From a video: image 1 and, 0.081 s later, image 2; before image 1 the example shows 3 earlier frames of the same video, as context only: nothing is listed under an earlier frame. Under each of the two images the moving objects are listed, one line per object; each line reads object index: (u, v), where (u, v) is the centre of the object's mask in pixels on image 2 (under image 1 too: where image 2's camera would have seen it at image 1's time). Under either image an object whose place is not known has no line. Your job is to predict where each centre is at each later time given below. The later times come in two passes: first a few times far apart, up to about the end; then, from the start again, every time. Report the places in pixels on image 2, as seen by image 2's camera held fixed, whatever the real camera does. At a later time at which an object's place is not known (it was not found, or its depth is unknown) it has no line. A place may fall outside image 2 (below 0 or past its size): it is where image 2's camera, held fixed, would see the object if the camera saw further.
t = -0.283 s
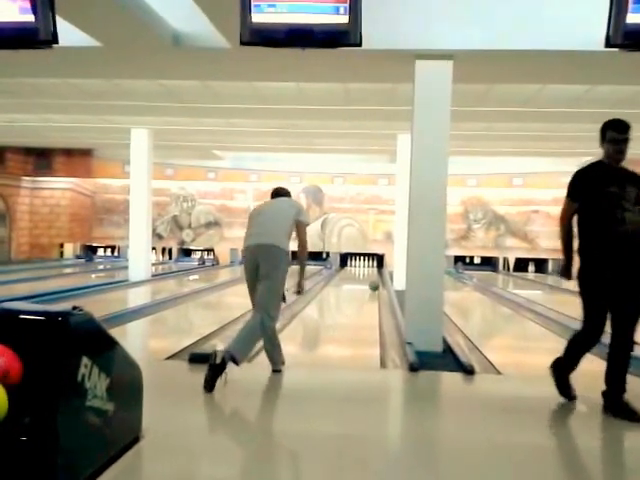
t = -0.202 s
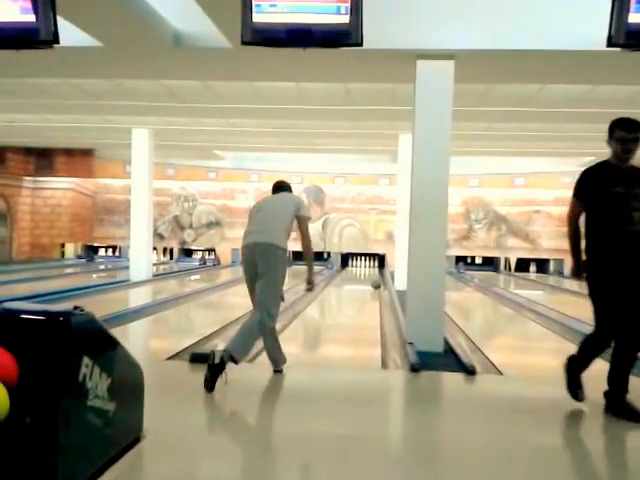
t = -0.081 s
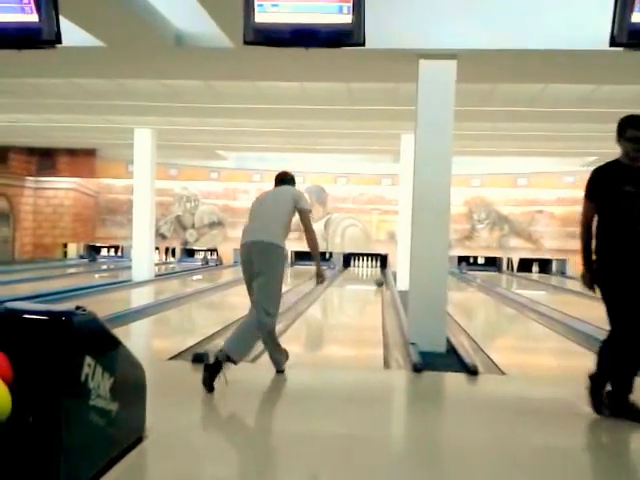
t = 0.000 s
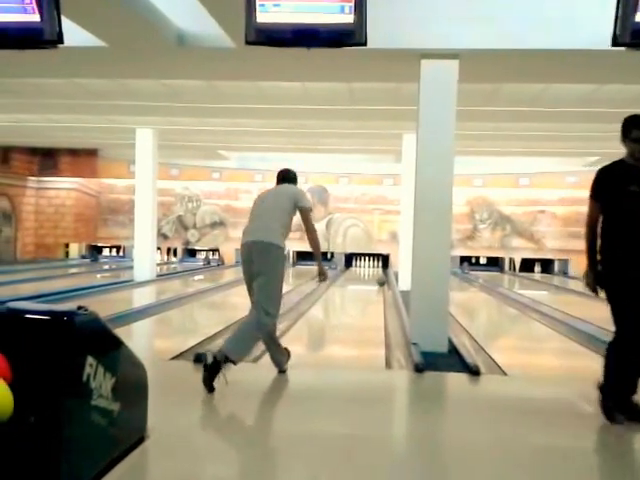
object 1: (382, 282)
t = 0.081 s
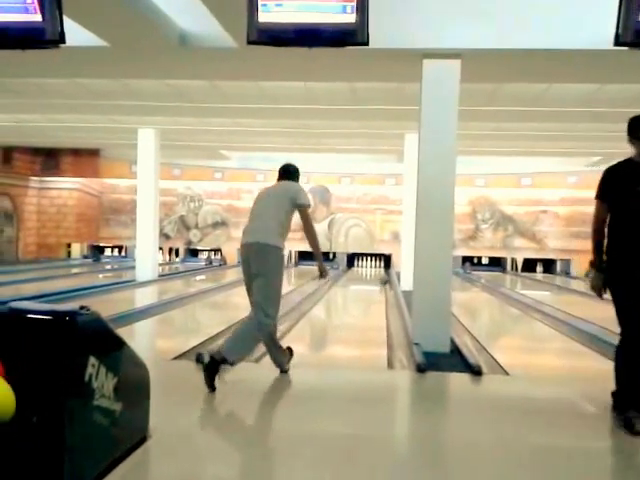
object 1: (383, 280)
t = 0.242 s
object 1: (386, 277)
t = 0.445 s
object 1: (391, 278)
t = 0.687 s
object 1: (391, 277)
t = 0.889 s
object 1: (391, 273)
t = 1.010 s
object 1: (390, 272)
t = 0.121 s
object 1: (383, 280)
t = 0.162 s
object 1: (385, 279)
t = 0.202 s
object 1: (385, 278)
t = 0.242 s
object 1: (386, 277)
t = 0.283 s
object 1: (387, 277)
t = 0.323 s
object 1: (388, 277)
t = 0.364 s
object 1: (390, 279)
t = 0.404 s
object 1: (392, 279)
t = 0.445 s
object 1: (391, 278)
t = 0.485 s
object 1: (391, 279)
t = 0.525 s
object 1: (391, 278)
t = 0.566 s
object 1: (390, 277)
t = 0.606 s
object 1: (390, 277)
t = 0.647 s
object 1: (391, 277)
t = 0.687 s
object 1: (391, 277)
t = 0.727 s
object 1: (391, 276)
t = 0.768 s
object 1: (391, 274)
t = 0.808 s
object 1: (391, 274)
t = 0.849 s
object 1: (391, 274)
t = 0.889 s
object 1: (391, 273)
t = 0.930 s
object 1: (391, 273)
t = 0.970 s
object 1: (390, 272)
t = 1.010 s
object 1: (390, 272)
